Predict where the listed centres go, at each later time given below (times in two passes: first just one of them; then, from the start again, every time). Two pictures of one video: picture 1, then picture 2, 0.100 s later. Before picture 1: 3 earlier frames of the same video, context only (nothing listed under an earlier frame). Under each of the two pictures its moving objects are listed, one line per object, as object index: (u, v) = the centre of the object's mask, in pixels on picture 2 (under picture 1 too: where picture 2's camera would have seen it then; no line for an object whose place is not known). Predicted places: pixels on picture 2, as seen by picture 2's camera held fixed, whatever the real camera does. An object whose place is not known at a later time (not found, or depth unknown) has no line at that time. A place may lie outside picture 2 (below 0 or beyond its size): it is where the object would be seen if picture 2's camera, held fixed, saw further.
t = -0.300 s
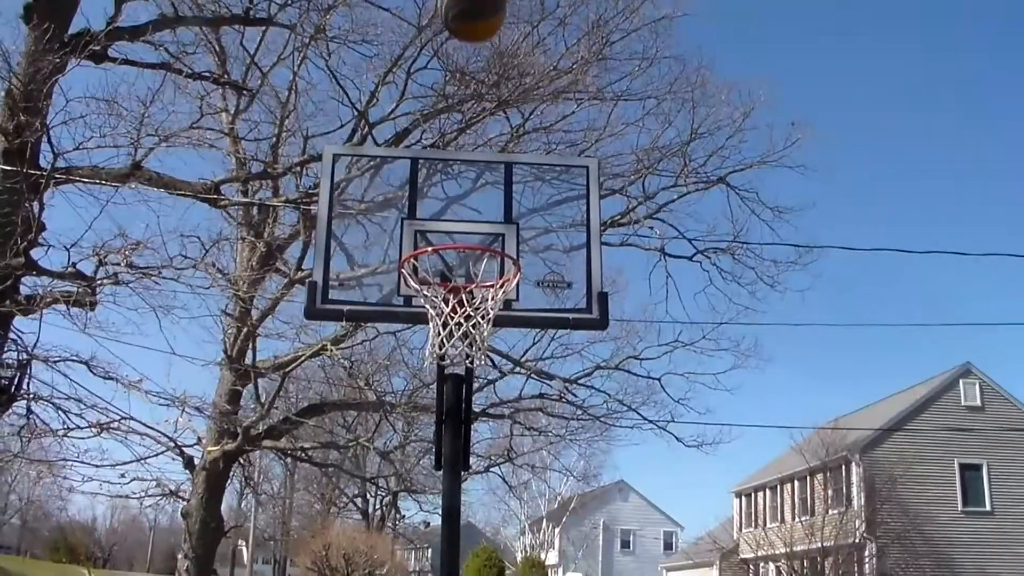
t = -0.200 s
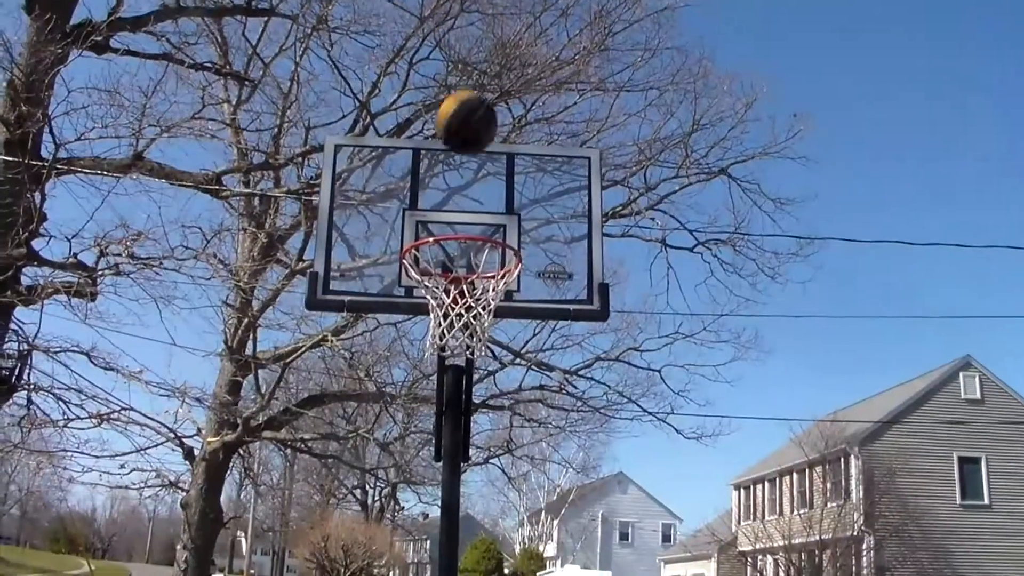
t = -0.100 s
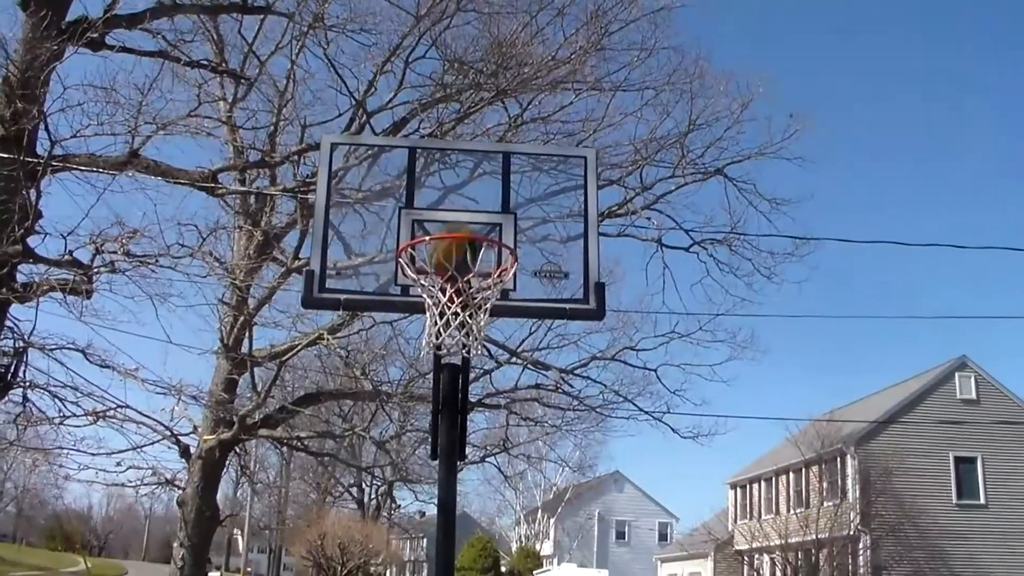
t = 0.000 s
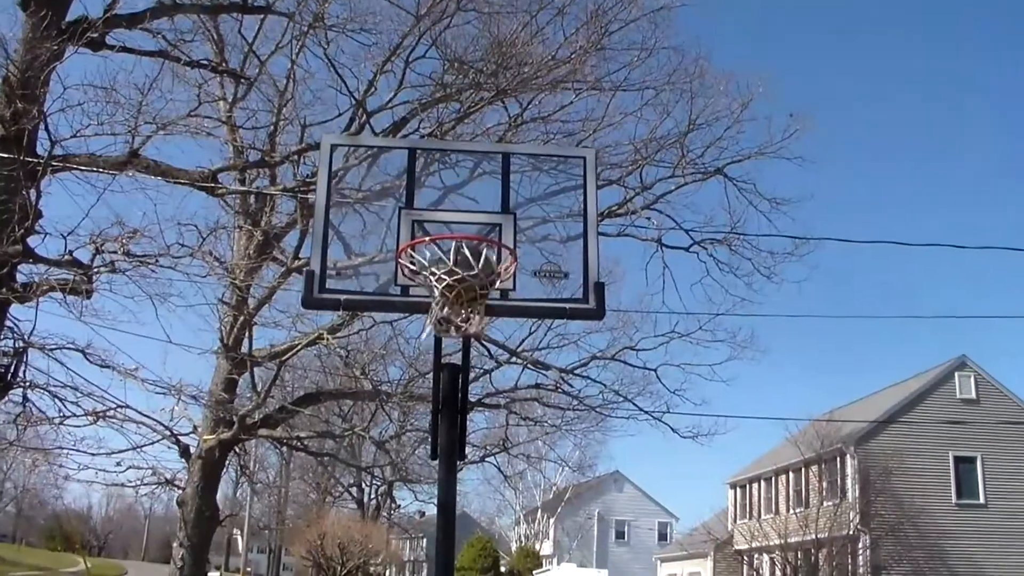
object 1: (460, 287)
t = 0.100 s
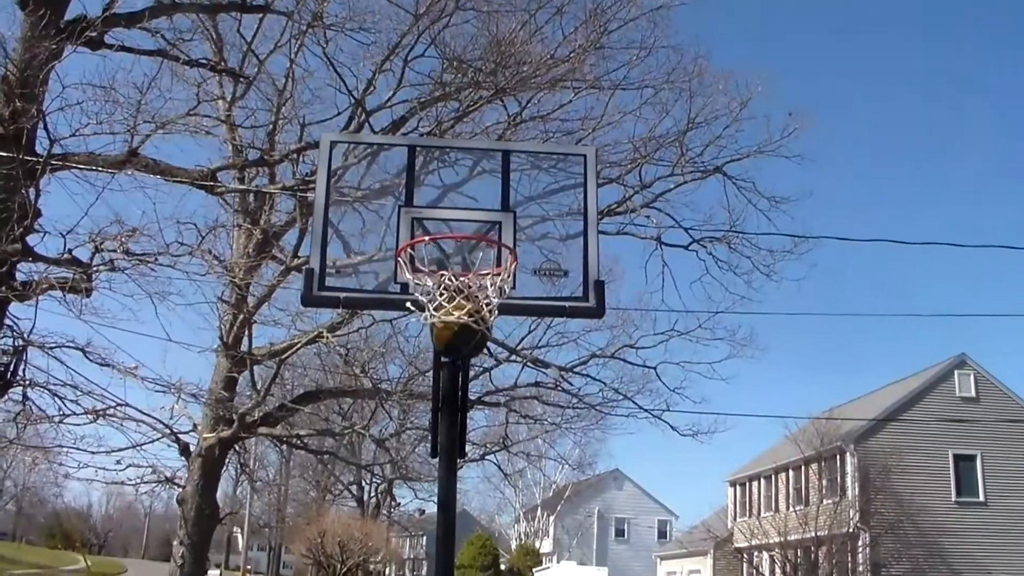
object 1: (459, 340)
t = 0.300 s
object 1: (447, 506)
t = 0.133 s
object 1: (459, 355)
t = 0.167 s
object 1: (456, 380)
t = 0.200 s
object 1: (453, 409)
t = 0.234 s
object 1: (452, 437)
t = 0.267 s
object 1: (449, 470)
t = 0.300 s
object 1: (447, 506)
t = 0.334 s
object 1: (442, 543)
